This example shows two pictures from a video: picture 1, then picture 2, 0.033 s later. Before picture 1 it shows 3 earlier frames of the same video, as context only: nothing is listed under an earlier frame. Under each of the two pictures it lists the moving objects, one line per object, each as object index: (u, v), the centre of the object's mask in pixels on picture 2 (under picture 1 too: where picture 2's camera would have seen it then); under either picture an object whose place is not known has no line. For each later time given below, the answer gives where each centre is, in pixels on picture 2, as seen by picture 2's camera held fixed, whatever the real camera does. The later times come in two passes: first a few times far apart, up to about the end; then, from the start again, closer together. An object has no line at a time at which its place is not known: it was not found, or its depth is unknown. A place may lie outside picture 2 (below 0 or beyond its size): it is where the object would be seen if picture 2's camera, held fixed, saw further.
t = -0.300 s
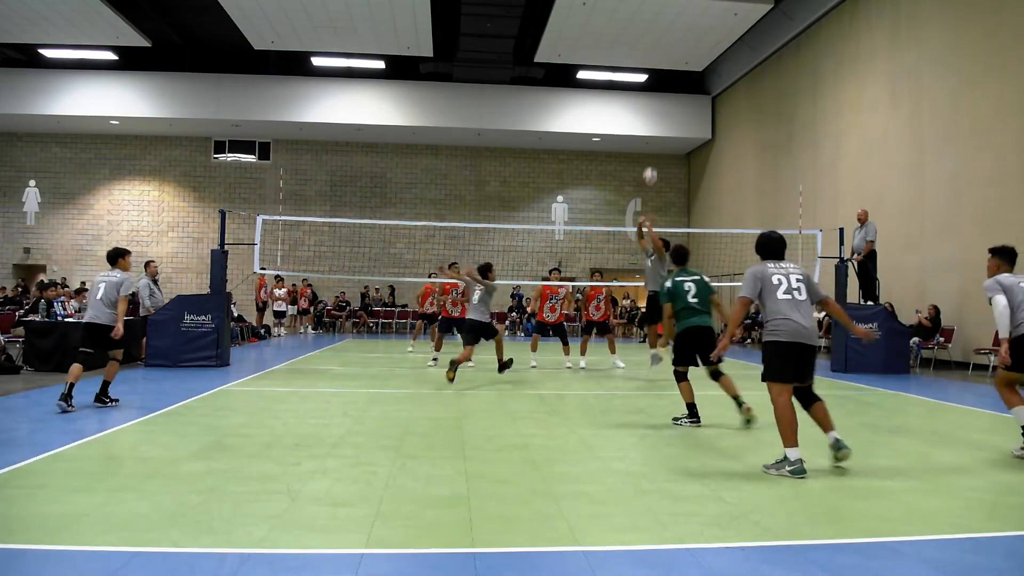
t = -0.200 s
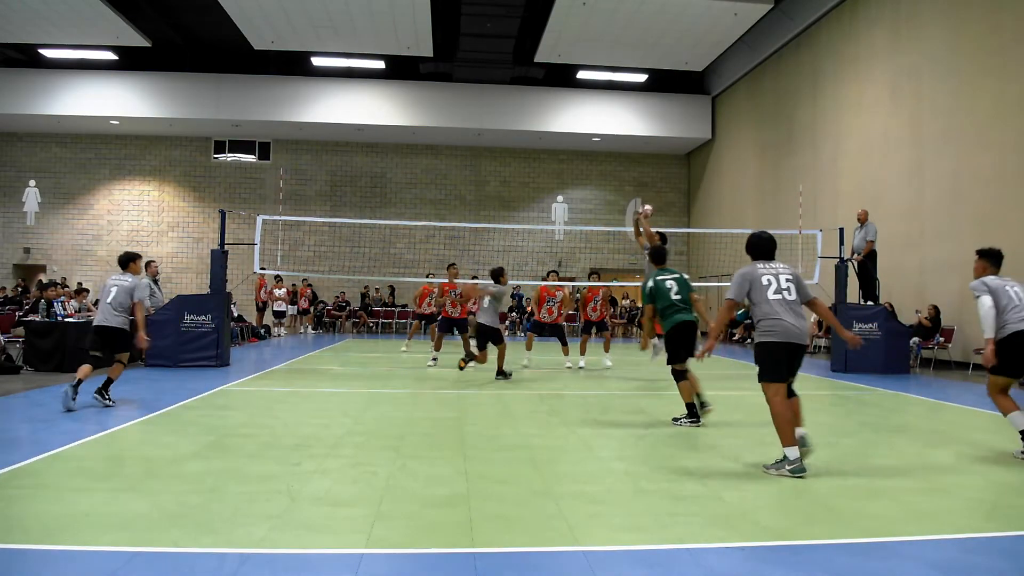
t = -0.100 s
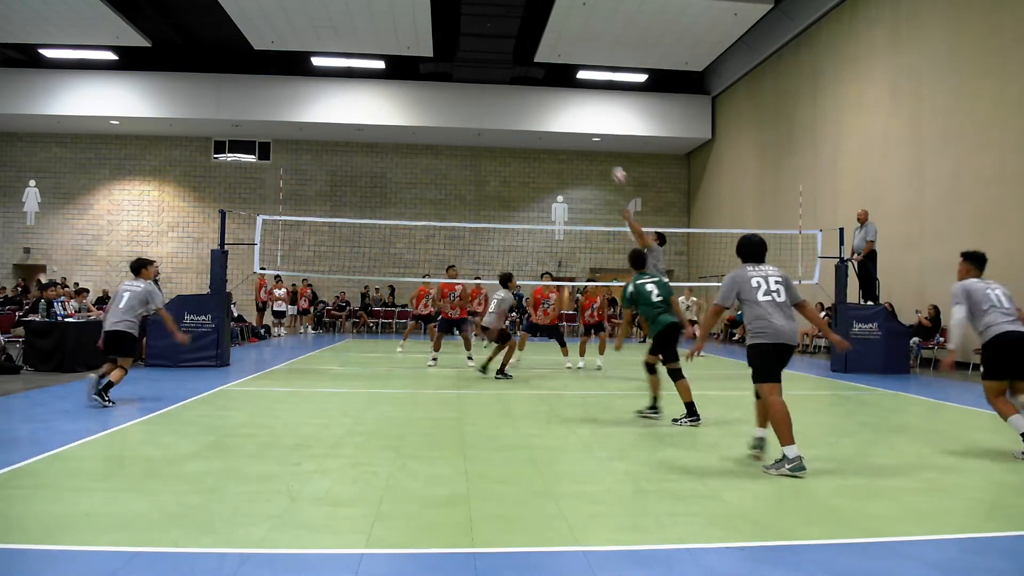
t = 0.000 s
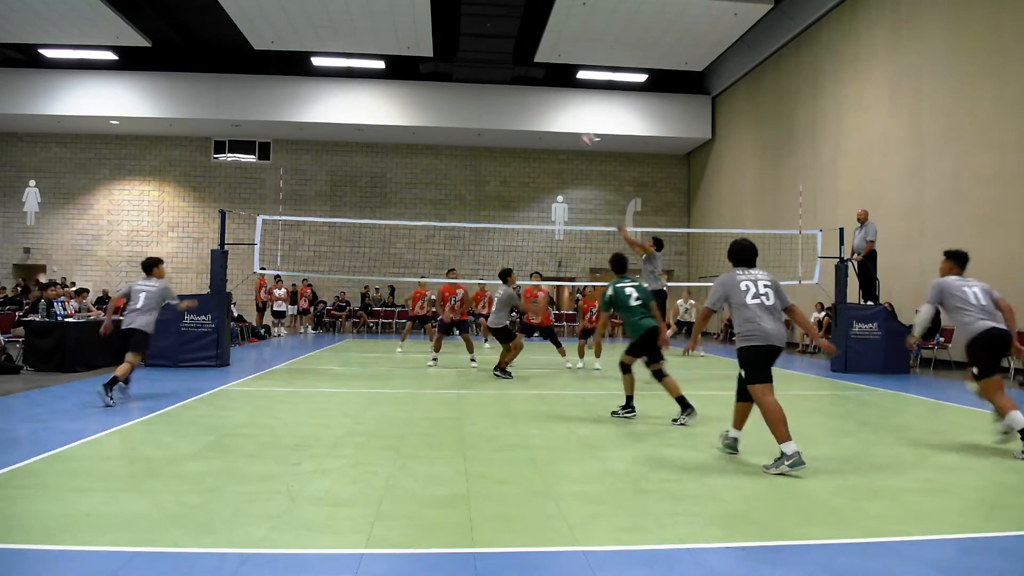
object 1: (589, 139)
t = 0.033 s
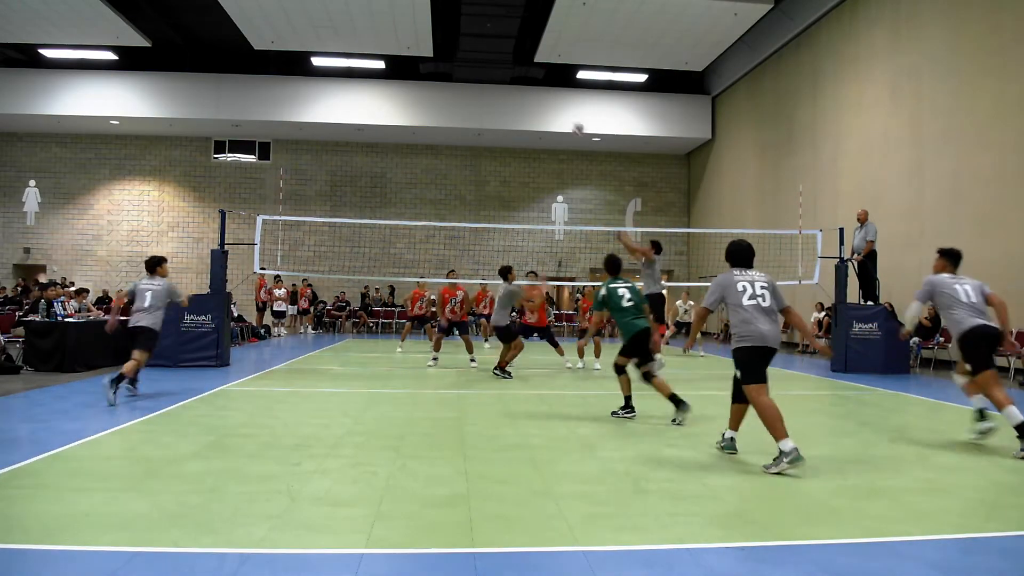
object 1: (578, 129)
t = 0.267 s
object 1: (507, 77)
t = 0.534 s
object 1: (428, 64)
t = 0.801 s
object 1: (353, 97)
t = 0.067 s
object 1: (567, 120)
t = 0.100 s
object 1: (558, 111)
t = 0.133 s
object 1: (548, 103)
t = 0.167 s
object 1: (537, 95)
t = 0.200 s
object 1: (527, 88)
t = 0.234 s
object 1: (517, 82)
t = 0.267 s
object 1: (507, 77)
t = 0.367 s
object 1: (477, 67)
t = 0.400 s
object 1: (468, 65)
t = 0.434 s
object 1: (458, 64)
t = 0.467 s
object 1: (448, 63)
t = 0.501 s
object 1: (438, 63)
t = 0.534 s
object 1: (428, 64)
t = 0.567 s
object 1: (419, 66)
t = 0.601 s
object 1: (409, 68)
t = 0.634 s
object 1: (400, 71)
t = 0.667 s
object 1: (391, 74)
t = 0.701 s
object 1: (381, 78)
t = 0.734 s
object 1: (371, 84)
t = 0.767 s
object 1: (363, 91)
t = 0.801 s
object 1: (353, 97)
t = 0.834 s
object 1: (344, 104)
